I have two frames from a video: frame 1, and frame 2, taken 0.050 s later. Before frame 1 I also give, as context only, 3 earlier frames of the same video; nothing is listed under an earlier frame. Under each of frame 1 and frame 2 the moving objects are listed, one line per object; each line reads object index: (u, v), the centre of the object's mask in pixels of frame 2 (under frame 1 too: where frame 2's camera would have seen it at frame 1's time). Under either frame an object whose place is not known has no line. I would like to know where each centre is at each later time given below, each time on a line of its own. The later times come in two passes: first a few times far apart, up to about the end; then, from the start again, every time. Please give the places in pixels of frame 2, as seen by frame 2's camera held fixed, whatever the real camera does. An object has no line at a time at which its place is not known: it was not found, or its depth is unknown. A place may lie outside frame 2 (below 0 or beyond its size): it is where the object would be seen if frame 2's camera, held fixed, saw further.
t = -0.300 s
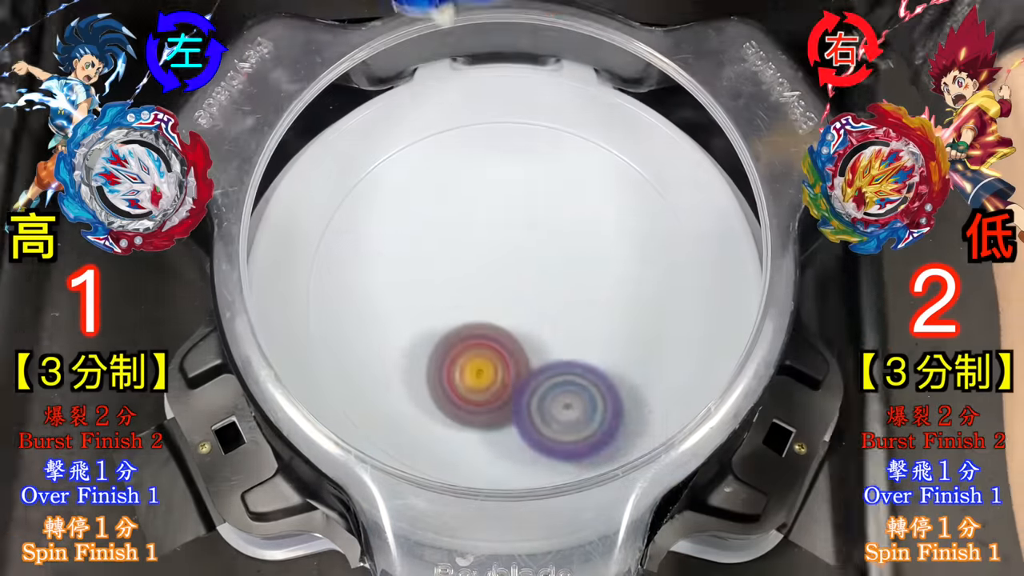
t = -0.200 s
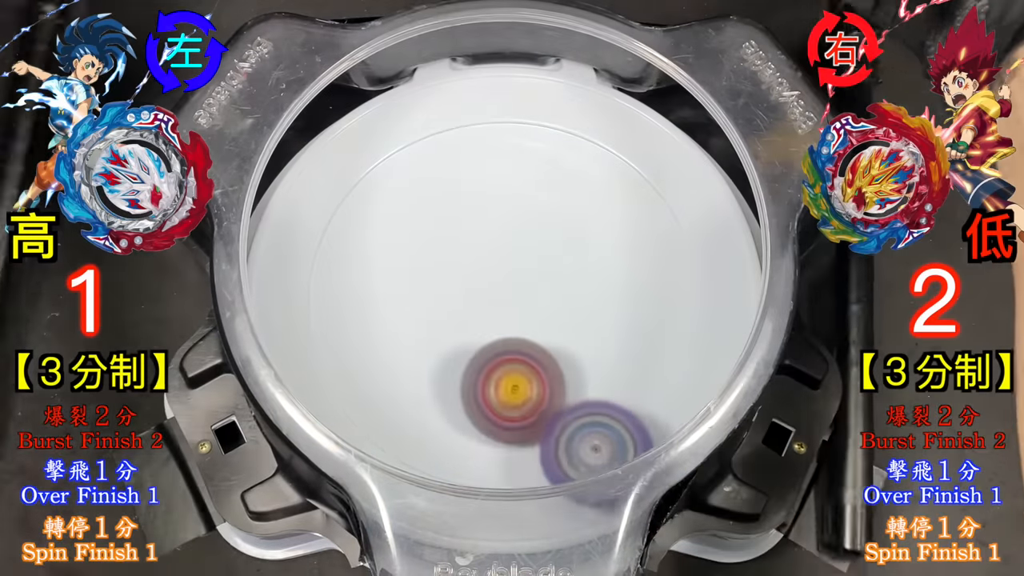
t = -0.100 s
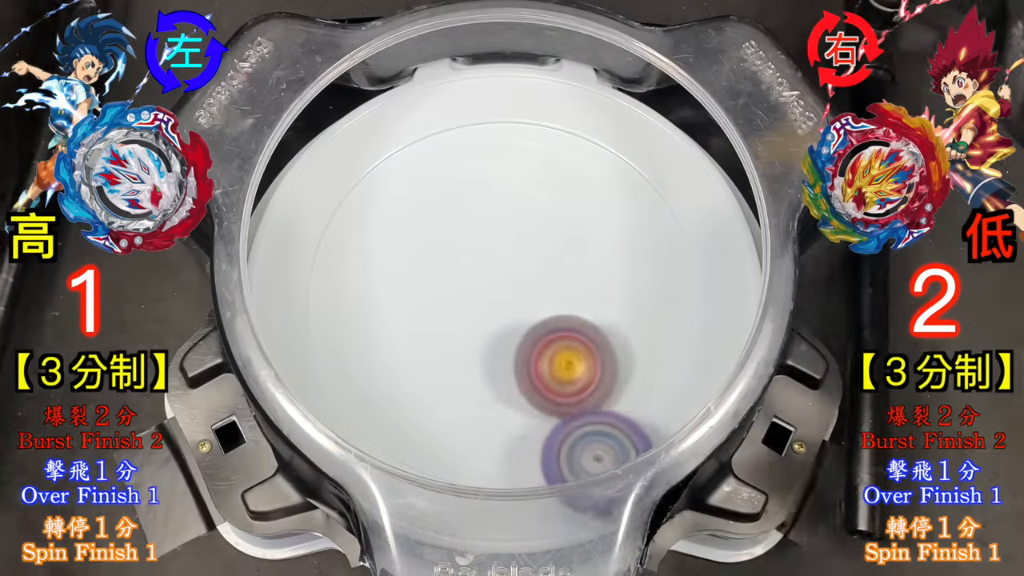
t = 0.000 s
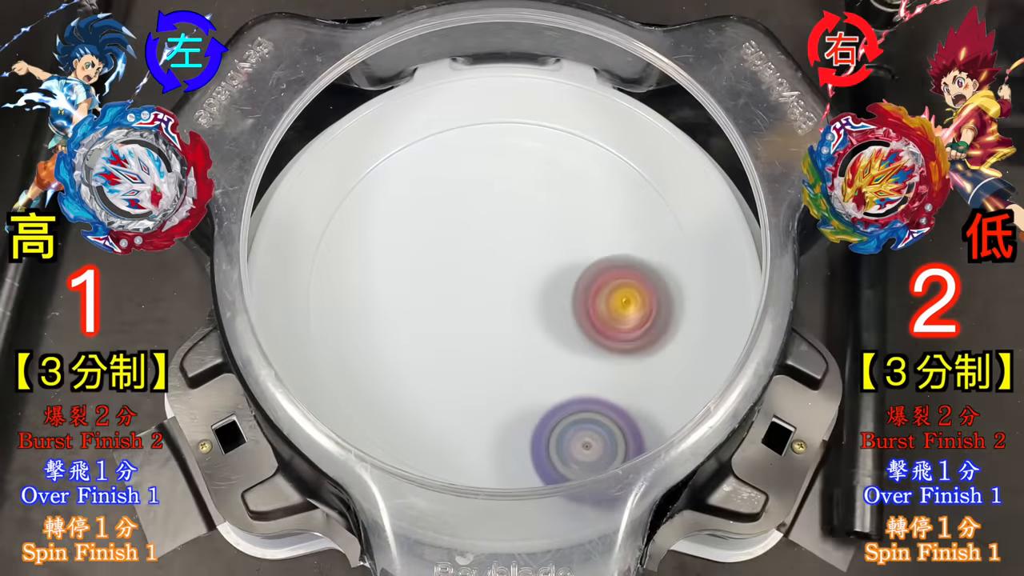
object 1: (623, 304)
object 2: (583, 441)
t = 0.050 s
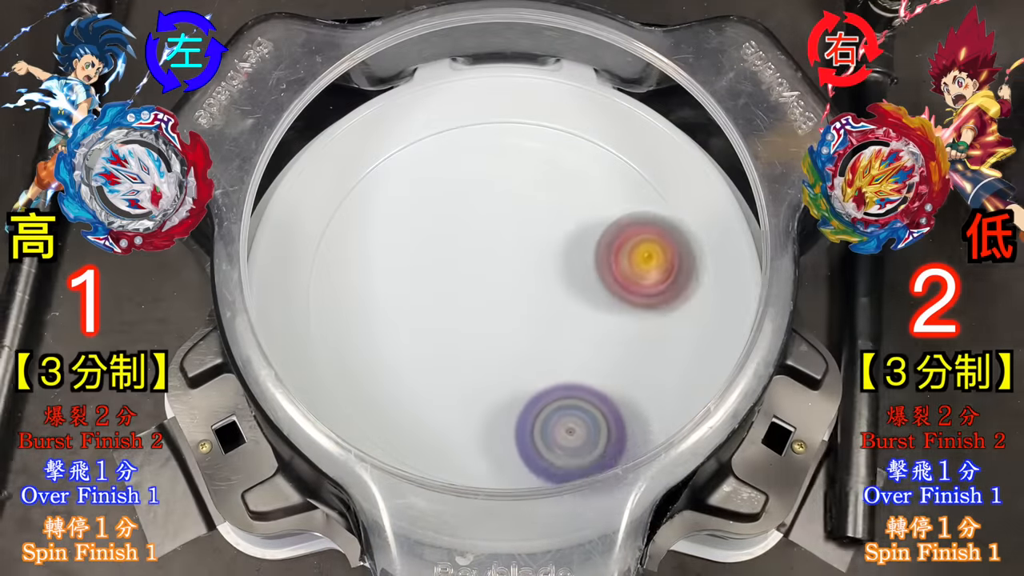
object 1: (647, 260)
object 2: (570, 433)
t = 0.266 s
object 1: (552, 116)
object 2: (524, 324)
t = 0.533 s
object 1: (319, 241)
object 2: (664, 205)
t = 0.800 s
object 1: (594, 448)
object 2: (665, 312)
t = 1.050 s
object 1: (356, 395)
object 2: (689, 115)
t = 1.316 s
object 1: (487, 269)
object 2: (662, 274)
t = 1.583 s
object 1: (497, 181)
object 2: (527, 387)
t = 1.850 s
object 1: (339, 203)
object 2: (504, 253)
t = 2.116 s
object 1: (491, 401)
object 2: (668, 283)
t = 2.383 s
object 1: (579, 347)
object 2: (717, 278)
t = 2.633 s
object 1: (489, 132)
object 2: (696, 300)
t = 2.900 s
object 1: (330, 274)
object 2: (553, 314)
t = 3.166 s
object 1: (622, 408)
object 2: (514, 166)
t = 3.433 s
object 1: (690, 120)
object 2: (535, 149)
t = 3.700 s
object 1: (709, 136)
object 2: (431, 189)
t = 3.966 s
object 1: (723, 154)
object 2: (457, 209)
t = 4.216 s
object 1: (696, 122)
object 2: (494, 175)
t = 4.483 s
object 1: (685, 112)
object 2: (506, 222)
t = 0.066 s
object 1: (652, 245)
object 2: (564, 429)
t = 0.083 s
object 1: (655, 228)
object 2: (557, 422)
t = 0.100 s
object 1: (651, 212)
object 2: (550, 415)
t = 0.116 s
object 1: (648, 199)
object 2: (543, 407)
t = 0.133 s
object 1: (644, 187)
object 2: (538, 399)
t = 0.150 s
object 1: (638, 174)
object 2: (532, 391)
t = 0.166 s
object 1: (632, 161)
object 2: (528, 382)
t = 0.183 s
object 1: (621, 151)
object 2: (525, 374)
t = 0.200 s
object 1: (610, 142)
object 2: (522, 364)
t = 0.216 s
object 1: (597, 135)
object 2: (521, 355)
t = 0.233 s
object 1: (584, 128)
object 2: (521, 345)
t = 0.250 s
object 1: (568, 122)
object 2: (522, 334)
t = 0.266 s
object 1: (552, 116)
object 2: (524, 324)
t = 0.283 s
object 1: (535, 111)
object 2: (527, 314)
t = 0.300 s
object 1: (517, 107)
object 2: (531, 303)
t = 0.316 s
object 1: (498, 104)
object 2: (536, 293)
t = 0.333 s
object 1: (478, 101)
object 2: (542, 283)
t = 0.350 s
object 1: (460, 98)
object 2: (550, 273)
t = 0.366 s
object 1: (441, 96)
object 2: (558, 264)
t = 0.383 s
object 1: (424, 101)
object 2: (567, 255)
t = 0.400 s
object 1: (408, 111)
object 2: (577, 247)
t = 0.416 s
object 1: (393, 122)
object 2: (588, 240)
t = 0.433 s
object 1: (378, 134)
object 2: (599, 232)
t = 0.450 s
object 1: (366, 148)
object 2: (610, 226)
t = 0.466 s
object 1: (354, 163)
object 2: (622, 220)
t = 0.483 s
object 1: (343, 179)
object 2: (633, 215)
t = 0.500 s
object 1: (333, 198)
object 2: (643, 210)
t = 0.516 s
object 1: (327, 218)
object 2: (653, 207)
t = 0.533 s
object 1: (319, 241)
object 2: (664, 205)
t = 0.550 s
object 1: (314, 266)
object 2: (671, 204)
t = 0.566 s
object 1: (310, 293)
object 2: (676, 205)
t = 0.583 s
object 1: (310, 319)
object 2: (680, 208)
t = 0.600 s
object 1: (314, 341)
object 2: (683, 211)
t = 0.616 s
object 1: (324, 367)
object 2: (686, 215)
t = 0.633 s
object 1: (337, 389)
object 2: (688, 220)
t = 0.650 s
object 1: (352, 410)
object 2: (689, 226)
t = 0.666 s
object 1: (374, 426)
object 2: (690, 232)
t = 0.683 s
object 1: (402, 442)
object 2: (690, 240)
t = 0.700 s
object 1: (433, 472)
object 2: (689, 248)
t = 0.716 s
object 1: (460, 488)
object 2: (687, 257)
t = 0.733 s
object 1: (496, 494)
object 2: (683, 268)
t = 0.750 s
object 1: (529, 506)
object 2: (679, 278)
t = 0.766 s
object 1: (563, 516)
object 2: (675, 289)
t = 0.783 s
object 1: (585, 499)
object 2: (670, 300)
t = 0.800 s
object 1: (594, 448)
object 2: (665, 312)
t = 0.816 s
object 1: (599, 430)
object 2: (660, 324)
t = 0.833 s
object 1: (598, 413)
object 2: (658, 329)
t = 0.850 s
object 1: (572, 417)
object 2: (668, 302)
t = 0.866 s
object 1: (544, 426)
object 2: (678, 276)
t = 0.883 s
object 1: (516, 434)
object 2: (687, 252)
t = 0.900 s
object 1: (491, 439)
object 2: (694, 231)
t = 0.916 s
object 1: (462, 444)
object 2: (699, 209)
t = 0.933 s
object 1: (440, 442)
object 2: (703, 189)
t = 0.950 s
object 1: (420, 438)
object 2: (703, 174)
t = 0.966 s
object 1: (394, 433)
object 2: (702, 159)
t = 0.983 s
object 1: (378, 430)
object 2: (700, 146)
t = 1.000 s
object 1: (368, 423)
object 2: (698, 135)
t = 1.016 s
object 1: (363, 414)
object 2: (696, 127)
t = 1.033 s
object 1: (360, 406)
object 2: (693, 119)
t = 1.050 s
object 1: (356, 395)
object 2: (689, 115)
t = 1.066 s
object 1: (353, 386)
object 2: (688, 119)
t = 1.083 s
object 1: (352, 375)
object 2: (689, 124)
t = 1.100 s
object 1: (357, 363)
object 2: (690, 128)
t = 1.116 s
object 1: (365, 351)
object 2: (692, 134)
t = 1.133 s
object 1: (372, 339)
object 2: (693, 142)
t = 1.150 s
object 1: (380, 330)
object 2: (695, 150)
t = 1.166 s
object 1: (392, 319)
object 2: (696, 158)
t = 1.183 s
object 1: (402, 311)
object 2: (696, 168)
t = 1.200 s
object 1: (414, 303)
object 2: (695, 178)
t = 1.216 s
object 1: (426, 296)
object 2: (693, 190)
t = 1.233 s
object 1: (437, 290)
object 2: (688, 203)
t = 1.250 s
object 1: (450, 285)
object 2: (685, 215)
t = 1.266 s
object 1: (460, 280)
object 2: (680, 230)
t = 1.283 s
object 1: (471, 276)
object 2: (674, 245)
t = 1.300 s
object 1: (479, 272)
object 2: (668, 259)
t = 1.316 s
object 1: (487, 269)
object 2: (662, 274)
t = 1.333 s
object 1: (493, 264)
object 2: (656, 288)
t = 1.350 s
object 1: (499, 259)
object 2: (650, 303)
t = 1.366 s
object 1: (505, 255)
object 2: (644, 316)
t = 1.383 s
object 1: (509, 250)
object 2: (638, 329)
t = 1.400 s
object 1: (513, 245)
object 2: (632, 341)
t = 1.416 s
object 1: (515, 240)
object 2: (626, 351)
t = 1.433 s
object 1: (517, 234)
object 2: (619, 361)
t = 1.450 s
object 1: (518, 228)
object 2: (611, 369)
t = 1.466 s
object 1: (518, 222)
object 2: (603, 377)
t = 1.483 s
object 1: (519, 216)
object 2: (593, 382)
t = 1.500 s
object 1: (517, 210)
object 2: (584, 387)
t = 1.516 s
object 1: (515, 204)
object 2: (573, 390)
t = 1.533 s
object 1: (512, 197)
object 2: (562, 391)
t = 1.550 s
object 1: (508, 192)
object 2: (550, 392)
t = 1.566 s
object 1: (503, 186)
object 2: (539, 390)
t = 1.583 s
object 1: (497, 181)
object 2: (527, 387)
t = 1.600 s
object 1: (491, 177)
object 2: (516, 383)
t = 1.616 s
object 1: (483, 173)
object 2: (505, 377)
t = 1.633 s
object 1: (476, 171)
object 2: (494, 369)
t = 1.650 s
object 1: (466, 168)
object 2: (485, 361)
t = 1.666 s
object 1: (457, 167)
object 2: (476, 351)
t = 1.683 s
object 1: (446, 168)
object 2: (468, 340)
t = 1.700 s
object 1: (436, 170)
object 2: (462, 328)
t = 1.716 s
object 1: (426, 173)
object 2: (457, 316)
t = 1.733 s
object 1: (416, 178)
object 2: (453, 302)
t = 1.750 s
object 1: (406, 184)
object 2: (451, 290)
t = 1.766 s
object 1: (396, 192)
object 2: (451, 275)
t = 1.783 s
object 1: (382, 192)
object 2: (459, 270)
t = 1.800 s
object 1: (366, 190)
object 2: (470, 267)
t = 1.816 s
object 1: (353, 191)
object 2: (482, 263)
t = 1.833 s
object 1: (345, 196)
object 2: (493, 259)
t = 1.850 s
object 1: (339, 203)
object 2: (504, 253)
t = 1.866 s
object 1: (333, 213)
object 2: (516, 248)
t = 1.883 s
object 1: (328, 222)
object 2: (527, 244)
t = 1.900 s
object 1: (326, 233)
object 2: (539, 240)
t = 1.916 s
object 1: (323, 246)
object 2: (550, 237)
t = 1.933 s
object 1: (325, 259)
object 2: (562, 234)
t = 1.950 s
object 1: (327, 273)
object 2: (573, 233)
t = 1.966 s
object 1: (334, 288)
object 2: (584, 233)
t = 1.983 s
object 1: (340, 304)
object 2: (596, 234)
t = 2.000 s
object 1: (352, 320)
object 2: (607, 236)
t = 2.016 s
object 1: (363, 336)
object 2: (617, 240)
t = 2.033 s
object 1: (381, 352)
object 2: (628, 244)
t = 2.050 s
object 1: (397, 365)
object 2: (637, 250)
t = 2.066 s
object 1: (419, 377)
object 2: (647, 257)
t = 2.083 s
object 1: (441, 387)
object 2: (654, 265)
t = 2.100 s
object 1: (468, 396)
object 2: (661, 273)
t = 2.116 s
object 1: (491, 401)
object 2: (668, 283)
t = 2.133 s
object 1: (520, 405)
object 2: (672, 293)
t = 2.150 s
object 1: (547, 407)
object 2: (675, 304)
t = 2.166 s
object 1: (578, 407)
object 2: (677, 316)
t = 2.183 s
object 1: (606, 404)
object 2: (677, 326)
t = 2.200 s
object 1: (613, 408)
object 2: (688, 320)
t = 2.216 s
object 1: (612, 405)
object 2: (695, 312)
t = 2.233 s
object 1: (611, 401)
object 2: (702, 303)
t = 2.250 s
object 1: (609, 399)
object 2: (706, 297)
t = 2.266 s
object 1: (606, 398)
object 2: (709, 292)
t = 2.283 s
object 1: (604, 399)
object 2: (711, 287)
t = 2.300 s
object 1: (600, 393)
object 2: (712, 284)
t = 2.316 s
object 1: (598, 384)
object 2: (714, 281)
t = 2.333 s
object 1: (592, 376)
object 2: (715, 280)
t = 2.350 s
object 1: (588, 369)
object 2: (716, 279)
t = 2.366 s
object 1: (583, 360)
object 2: (716, 278)
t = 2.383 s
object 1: (579, 347)
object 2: (717, 278)
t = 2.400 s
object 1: (576, 336)
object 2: (717, 279)
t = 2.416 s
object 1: (571, 324)
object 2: (717, 280)
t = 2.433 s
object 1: (570, 309)
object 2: (717, 281)
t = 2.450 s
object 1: (566, 296)
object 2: (716, 282)
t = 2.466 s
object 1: (564, 279)
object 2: (716, 284)
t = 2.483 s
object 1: (561, 263)
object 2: (715, 285)
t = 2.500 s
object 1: (557, 246)
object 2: (714, 287)
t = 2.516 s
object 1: (554, 229)
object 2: (713, 289)
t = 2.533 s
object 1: (548, 213)
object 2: (712, 290)
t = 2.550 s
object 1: (542, 197)
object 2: (710, 292)
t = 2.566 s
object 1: (534, 183)
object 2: (708, 293)
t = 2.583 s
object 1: (525, 168)
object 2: (706, 295)
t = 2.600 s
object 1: (514, 156)
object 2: (704, 297)
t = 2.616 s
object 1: (502, 142)
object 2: (701, 298)
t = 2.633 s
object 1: (489, 132)
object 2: (696, 300)
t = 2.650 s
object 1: (475, 122)
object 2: (690, 304)
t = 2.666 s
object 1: (463, 122)
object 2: (682, 308)
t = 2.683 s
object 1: (449, 126)
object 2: (674, 312)
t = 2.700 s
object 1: (437, 131)
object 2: (664, 315)
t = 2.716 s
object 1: (426, 141)
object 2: (656, 319)
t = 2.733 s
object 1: (412, 149)
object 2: (645, 322)
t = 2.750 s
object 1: (402, 158)
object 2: (637, 325)
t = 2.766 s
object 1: (388, 168)
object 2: (626, 327)
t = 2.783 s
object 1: (376, 178)
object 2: (617, 328)
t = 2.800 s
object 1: (366, 189)
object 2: (607, 329)
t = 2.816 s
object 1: (355, 200)
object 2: (598, 329)
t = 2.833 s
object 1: (348, 213)
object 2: (588, 327)
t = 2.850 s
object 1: (340, 227)
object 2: (580, 326)
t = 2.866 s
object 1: (335, 242)
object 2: (570, 322)
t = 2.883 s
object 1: (332, 258)
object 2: (562, 319)
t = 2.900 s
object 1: (330, 274)
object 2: (553, 314)
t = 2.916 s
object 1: (333, 291)
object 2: (546, 308)
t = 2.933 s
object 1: (336, 310)
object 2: (539, 301)
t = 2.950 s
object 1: (342, 326)
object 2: (533, 294)
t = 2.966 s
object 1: (354, 343)
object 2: (526, 286)
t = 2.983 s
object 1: (364, 359)
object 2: (520, 278)
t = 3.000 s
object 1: (380, 374)
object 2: (516, 269)
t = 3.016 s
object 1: (397, 390)
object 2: (511, 260)
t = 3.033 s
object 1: (416, 401)
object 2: (508, 250)
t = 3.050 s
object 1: (442, 412)
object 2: (505, 239)
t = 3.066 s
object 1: (461, 420)
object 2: (504, 228)
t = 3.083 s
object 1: (488, 425)
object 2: (502, 218)
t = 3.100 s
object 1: (516, 429)
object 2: (503, 207)
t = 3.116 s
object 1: (539, 428)
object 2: (504, 196)
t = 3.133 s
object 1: (572, 425)
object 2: (507, 186)
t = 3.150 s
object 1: (599, 419)
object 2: (510, 175)
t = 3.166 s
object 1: (622, 408)
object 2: (514, 166)
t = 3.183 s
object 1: (646, 395)
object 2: (520, 157)
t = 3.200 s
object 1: (668, 382)
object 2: (526, 148)
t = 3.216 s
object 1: (684, 365)
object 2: (533, 140)
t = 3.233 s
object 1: (700, 347)
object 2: (541, 133)
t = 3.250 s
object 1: (711, 329)
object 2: (551, 127)
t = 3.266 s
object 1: (716, 307)
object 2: (559, 123)
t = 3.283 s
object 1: (717, 285)
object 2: (568, 124)
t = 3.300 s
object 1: (716, 261)
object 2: (575, 125)
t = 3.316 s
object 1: (713, 237)
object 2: (584, 129)
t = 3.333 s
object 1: (704, 207)
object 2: (591, 133)
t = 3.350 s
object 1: (696, 182)
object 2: (599, 139)
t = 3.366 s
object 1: (699, 165)
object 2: (589, 140)
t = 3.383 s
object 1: (697, 149)
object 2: (574, 142)
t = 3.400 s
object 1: (695, 137)
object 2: (560, 143)
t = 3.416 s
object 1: (693, 128)
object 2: (547, 145)
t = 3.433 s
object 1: (690, 120)
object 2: (535, 149)
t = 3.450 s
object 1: (688, 114)
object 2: (523, 150)
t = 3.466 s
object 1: (688, 117)
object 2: (511, 155)
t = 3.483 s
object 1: (692, 124)
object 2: (502, 158)
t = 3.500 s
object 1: (700, 125)
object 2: (491, 161)
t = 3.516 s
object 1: (700, 129)
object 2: (484, 165)
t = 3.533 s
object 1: (700, 130)
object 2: (476, 167)
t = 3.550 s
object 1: (702, 130)
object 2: (468, 170)
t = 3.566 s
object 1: (704, 132)
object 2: (463, 172)
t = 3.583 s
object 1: (705, 134)
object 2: (456, 174)
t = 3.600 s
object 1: (706, 134)
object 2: (452, 176)
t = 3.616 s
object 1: (705, 134)
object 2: (447, 178)
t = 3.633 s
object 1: (705, 134)
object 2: (442, 180)
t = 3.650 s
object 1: (706, 134)
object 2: (439, 182)
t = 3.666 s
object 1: (706, 135)
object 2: (435, 184)
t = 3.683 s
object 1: (708, 135)
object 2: (433, 187)
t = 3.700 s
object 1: (709, 136)
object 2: (431, 189)
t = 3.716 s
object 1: (707, 134)
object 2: (429, 192)
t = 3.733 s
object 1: (706, 133)
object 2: (429, 195)
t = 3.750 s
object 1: (706, 133)
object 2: (429, 198)
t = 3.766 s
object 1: (707, 133)
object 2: (428, 201)
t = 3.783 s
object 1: (706, 132)
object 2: (430, 204)
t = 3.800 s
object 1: (706, 131)
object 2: (431, 206)
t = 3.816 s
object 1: (706, 131)
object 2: (432, 209)
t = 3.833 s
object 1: (707, 131)
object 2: (435, 211)
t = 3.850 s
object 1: (708, 133)
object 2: (438, 212)
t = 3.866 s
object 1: (711, 136)
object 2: (440, 214)
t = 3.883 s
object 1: (714, 140)
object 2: (443, 215)
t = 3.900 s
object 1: (717, 145)
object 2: (446, 214)
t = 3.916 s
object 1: (720, 150)
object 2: (449, 214)
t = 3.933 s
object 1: (722, 149)
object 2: (452, 213)
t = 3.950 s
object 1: (725, 152)
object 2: (455, 211)
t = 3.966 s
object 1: (723, 154)
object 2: (457, 209)
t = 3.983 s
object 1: (723, 151)
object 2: (460, 206)
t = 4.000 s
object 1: (729, 150)
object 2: (462, 204)
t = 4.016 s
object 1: (728, 154)
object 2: (464, 200)
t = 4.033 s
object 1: (726, 157)
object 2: (466, 198)
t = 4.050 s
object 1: (725, 156)
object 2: (469, 194)
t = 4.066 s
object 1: (724, 154)
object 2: (470, 191)
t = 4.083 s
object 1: (724, 153)
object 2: (473, 189)
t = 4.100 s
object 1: (724, 151)
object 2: (475, 185)
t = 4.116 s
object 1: (723, 148)
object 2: (477, 183)
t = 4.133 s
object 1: (720, 142)
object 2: (480, 181)
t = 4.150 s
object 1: (716, 137)
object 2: (483, 179)
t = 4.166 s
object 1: (711, 131)
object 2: (486, 177)
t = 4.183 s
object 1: (704, 126)
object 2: (488, 177)
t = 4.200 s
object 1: (698, 123)
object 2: (491, 176)
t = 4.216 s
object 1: (696, 122)
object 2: (494, 175)
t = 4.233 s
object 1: (694, 120)
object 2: (496, 176)
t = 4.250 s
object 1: (695, 120)
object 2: (499, 177)
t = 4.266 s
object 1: (695, 120)
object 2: (502, 178)
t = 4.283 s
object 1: (697, 123)
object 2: (504, 179)
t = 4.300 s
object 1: (698, 124)
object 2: (506, 181)
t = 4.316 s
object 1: (699, 124)
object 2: (509, 184)
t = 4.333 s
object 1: (698, 123)
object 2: (510, 185)
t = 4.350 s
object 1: (696, 123)
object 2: (511, 189)
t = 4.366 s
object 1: (695, 121)
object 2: (513, 192)
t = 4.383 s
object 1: (692, 120)
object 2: (514, 196)
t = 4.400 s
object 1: (691, 119)
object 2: (513, 199)
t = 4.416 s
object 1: (690, 116)
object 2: (512, 204)
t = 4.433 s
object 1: (688, 115)
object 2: (512, 208)
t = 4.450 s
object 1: (687, 115)
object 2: (510, 212)
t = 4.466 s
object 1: (687, 115)
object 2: (508, 217)
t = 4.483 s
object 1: (685, 112)
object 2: (506, 222)
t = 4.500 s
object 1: (684, 111)
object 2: (503, 226)
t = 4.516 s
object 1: (683, 111)
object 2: (499, 230)
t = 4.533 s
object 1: (683, 110)
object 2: (496, 234)
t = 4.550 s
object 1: (682, 110)
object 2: (492, 238)
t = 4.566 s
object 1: (683, 111)
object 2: (488, 241)
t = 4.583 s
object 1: (682, 110)
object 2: (482, 244)
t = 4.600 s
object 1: (681, 110)
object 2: (478, 247)
